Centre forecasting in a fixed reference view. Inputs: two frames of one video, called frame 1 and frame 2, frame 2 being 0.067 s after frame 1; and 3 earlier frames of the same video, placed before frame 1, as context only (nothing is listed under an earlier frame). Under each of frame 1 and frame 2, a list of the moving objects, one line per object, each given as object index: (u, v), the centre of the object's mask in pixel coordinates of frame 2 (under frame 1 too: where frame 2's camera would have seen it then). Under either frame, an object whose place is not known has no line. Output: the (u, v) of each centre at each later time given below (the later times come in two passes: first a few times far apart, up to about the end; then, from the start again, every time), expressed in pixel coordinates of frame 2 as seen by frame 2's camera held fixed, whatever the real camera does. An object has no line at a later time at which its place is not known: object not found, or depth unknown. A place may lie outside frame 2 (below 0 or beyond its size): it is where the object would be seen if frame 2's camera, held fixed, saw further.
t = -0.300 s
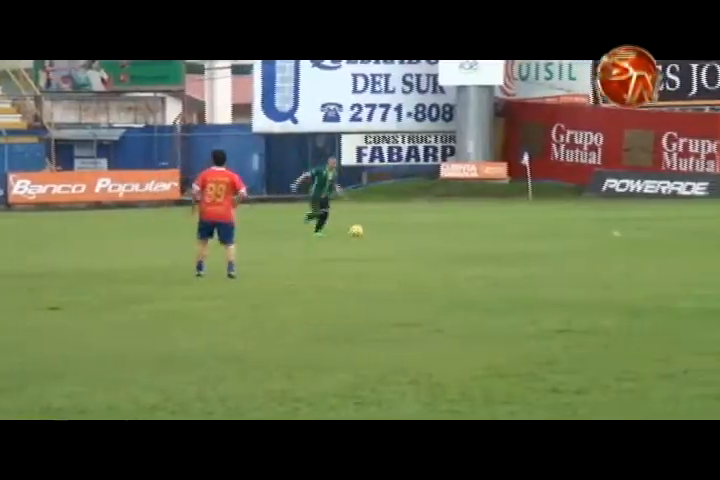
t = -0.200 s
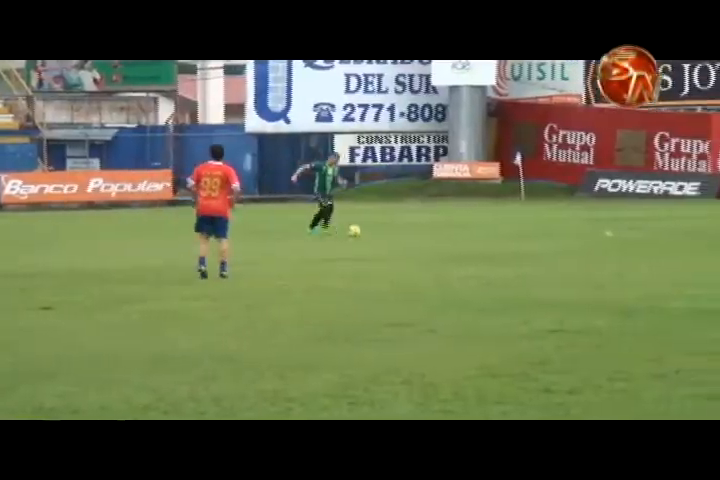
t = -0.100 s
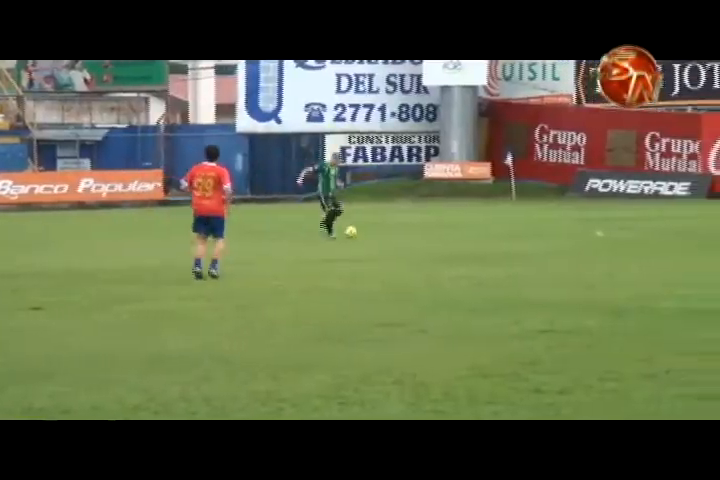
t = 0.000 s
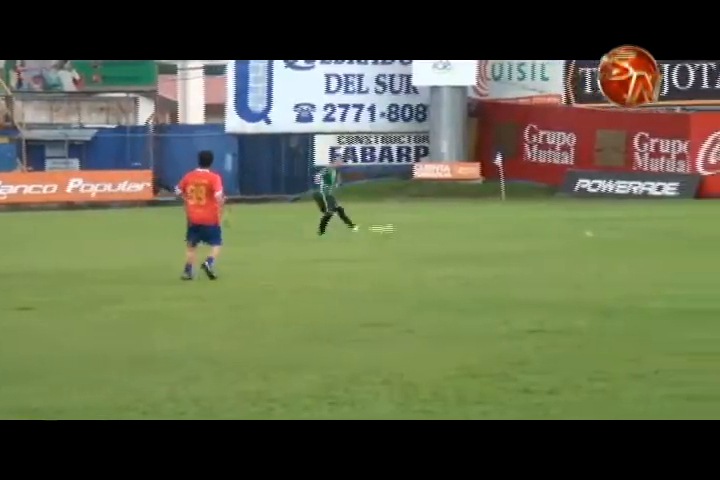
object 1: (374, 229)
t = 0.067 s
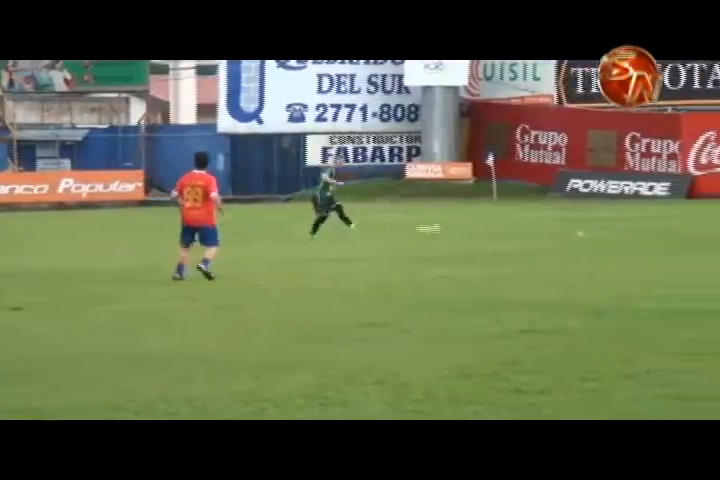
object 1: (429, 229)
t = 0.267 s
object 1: (589, 225)
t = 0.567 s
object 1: (813, 236)
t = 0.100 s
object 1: (458, 230)
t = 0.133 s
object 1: (485, 232)
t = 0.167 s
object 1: (513, 233)
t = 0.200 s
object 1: (540, 231)
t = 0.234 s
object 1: (564, 229)
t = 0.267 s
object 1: (589, 225)
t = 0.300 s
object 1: (614, 224)
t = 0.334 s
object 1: (637, 225)
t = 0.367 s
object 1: (662, 225)
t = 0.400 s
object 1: (687, 226)
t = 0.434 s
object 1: (713, 229)
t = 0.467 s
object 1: (739, 231)
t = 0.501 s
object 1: (766, 235)
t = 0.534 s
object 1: (791, 237)
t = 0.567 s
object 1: (813, 236)
